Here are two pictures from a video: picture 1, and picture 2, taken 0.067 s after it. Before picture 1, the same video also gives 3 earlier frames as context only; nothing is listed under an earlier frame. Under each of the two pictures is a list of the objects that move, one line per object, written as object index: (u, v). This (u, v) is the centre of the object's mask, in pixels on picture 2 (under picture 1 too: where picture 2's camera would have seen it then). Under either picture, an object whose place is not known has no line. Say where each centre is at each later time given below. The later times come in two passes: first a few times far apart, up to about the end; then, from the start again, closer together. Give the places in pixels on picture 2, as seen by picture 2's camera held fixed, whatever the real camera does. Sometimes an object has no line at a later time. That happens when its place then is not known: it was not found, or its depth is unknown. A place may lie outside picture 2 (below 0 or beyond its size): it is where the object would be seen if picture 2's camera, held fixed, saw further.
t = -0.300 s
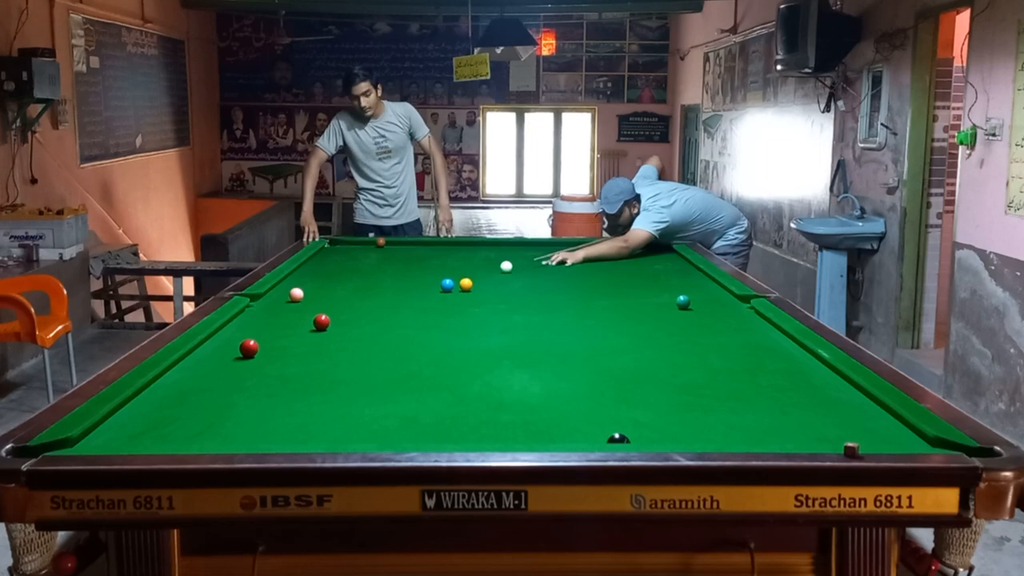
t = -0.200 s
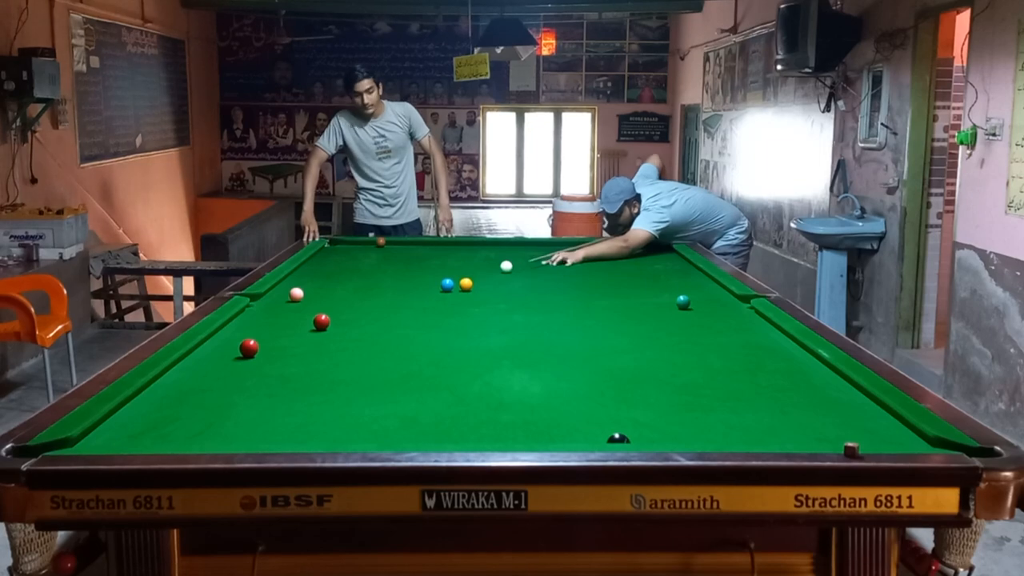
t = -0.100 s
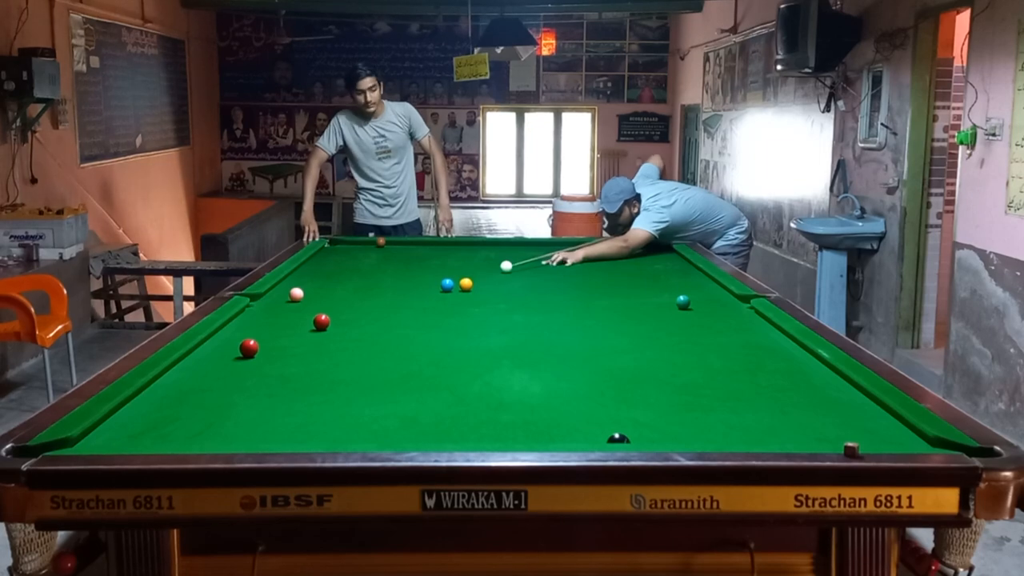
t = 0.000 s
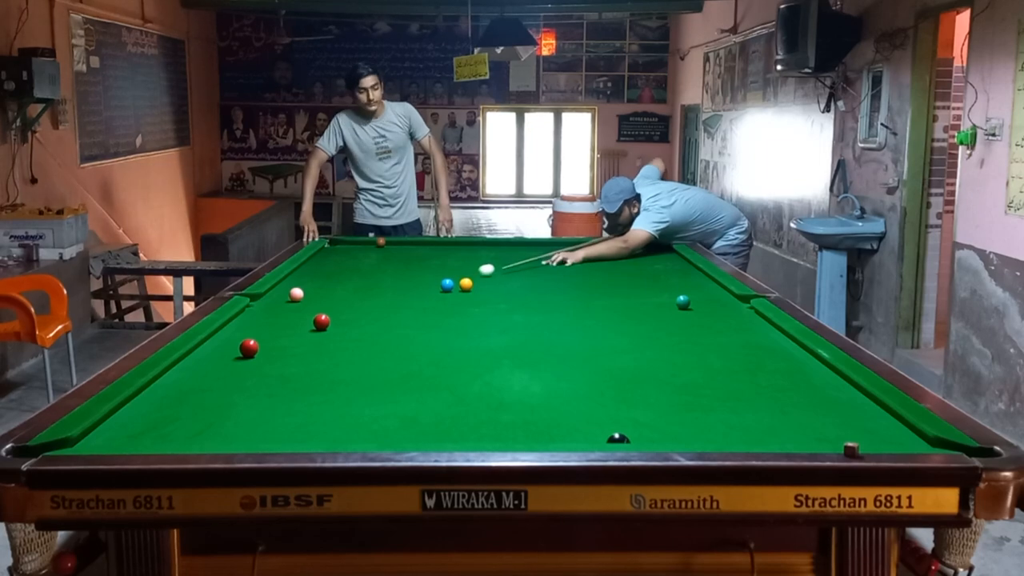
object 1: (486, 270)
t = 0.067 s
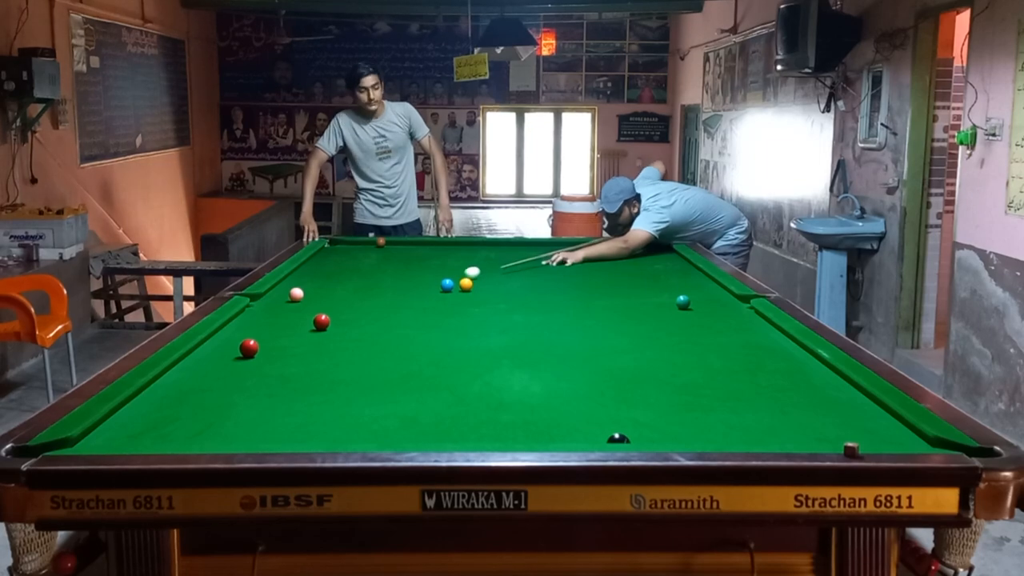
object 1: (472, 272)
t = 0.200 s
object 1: (445, 276)
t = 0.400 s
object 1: (403, 285)
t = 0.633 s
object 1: (349, 295)
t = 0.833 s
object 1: (297, 306)
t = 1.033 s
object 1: (242, 316)
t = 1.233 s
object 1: (257, 326)
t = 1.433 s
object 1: (277, 336)
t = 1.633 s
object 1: (298, 346)
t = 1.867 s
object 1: (325, 358)
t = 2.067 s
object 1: (349, 370)
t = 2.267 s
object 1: (375, 381)
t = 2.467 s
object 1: (402, 393)
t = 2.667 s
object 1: (431, 407)
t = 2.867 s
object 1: (462, 422)
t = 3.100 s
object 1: (500, 435)
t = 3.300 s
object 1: (529, 436)
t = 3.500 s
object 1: (552, 431)
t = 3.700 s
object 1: (574, 423)
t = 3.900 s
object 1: (592, 416)
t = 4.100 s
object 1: (610, 409)
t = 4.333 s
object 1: (627, 404)
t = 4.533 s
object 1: (640, 399)
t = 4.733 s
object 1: (653, 395)
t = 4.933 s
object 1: (663, 392)
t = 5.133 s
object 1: (673, 388)
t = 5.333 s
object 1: (680, 386)
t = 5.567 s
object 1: (688, 384)
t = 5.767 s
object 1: (693, 382)
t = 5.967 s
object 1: (697, 381)
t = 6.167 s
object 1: (699, 380)
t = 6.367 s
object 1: (701, 380)
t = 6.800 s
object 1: (701, 379)
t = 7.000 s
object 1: (701, 379)
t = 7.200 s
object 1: (701, 379)
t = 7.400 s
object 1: (701, 379)
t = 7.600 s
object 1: (701, 379)
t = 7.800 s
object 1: (701, 380)
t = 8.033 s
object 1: (701, 380)
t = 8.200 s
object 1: (701, 380)
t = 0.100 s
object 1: (465, 273)
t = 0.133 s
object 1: (458, 274)
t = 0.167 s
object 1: (453, 275)
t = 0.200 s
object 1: (445, 276)
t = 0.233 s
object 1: (438, 278)
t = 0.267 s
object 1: (431, 280)
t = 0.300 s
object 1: (425, 281)
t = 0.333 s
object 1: (417, 282)
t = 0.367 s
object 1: (410, 284)
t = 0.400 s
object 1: (403, 285)
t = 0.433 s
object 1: (395, 287)
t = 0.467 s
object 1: (388, 288)
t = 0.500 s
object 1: (380, 290)
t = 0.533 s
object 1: (372, 291)
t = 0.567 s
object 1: (365, 293)
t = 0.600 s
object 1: (357, 294)
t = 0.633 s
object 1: (349, 295)
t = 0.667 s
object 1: (340, 297)
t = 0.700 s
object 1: (332, 299)
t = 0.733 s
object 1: (323, 300)
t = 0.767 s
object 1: (315, 302)
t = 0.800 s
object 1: (306, 304)
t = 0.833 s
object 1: (297, 306)
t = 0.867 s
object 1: (288, 307)
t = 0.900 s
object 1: (279, 309)
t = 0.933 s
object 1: (270, 311)
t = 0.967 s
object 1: (261, 313)
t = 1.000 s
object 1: (251, 314)
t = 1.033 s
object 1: (242, 316)
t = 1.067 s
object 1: (240, 319)
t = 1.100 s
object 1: (244, 320)
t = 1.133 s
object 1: (247, 321)
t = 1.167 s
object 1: (251, 323)
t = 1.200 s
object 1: (254, 324)
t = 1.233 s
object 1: (257, 326)
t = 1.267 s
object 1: (260, 328)
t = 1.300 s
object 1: (264, 329)
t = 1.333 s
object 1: (267, 331)
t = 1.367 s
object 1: (270, 332)
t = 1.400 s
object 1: (274, 334)
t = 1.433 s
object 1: (277, 336)
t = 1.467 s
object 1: (281, 337)
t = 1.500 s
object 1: (284, 339)
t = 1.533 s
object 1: (287, 341)
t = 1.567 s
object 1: (291, 342)
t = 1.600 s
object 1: (295, 344)
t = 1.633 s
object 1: (298, 346)
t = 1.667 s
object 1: (302, 347)
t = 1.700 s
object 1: (306, 349)
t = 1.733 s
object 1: (309, 351)
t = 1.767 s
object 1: (313, 352)
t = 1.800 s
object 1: (317, 354)
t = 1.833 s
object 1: (321, 356)
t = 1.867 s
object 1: (325, 358)
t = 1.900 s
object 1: (329, 360)
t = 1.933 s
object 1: (332, 362)
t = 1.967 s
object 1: (337, 364)
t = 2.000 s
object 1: (341, 366)
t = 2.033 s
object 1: (345, 367)
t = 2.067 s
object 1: (349, 370)
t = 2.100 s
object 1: (353, 371)
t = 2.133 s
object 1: (357, 373)
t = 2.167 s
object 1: (362, 375)
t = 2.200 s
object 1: (366, 377)
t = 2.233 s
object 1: (370, 379)
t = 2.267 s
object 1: (375, 381)
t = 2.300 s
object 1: (379, 383)
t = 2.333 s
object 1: (384, 385)
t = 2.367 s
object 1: (388, 388)
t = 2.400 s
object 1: (393, 390)
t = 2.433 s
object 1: (397, 392)
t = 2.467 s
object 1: (402, 393)
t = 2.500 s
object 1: (407, 396)
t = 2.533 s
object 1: (411, 398)
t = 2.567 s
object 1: (416, 400)
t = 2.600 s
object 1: (421, 403)
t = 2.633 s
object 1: (426, 405)
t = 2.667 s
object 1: (431, 407)
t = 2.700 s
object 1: (436, 410)
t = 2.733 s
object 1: (441, 412)
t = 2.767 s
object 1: (446, 414)
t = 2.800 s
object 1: (451, 416)
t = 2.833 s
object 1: (456, 419)
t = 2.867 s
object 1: (462, 422)
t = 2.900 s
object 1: (467, 424)
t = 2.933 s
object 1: (472, 426)
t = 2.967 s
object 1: (478, 428)
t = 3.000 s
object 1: (483, 431)
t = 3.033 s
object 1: (489, 432)
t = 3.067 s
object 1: (494, 434)
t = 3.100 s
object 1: (500, 435)
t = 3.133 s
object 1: (505, 436)
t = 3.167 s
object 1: (511, 437)
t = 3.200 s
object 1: (517, 438)
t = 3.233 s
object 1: (521, 437)
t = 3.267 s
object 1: (525, 436)
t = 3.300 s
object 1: (529, 436)
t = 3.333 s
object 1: (533, 435)
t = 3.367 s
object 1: (537, 434)
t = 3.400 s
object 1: (541, 433)
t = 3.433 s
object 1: (545, 432)
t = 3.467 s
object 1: (549, 431)
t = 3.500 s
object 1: (552, 431)
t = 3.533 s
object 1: (556, 430)
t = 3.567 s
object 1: (559, 428)
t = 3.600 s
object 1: (563, 427)
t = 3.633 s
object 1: (567, 425)
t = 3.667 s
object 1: (570, 424)
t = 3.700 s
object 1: (574, 423)
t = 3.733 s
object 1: (577, 422)
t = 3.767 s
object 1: (580, 421)
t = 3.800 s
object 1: (583, 419)
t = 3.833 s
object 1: (587, 418)
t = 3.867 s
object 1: (590, 417)
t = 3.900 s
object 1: (592, 416)
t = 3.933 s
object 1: (596, 415)
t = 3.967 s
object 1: (599, 414)
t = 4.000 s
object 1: (601, 413)
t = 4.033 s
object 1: (604, 412)
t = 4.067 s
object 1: (607, 411)
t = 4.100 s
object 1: (610, 409)
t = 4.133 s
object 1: (612, 408)
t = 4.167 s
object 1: (615, 408)
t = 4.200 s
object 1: (618, 407)
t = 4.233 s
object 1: (620, 406)
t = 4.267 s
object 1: (622, 405)
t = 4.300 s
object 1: (625, 404)
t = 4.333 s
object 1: (627, 404)
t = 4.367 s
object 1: (629, 403)
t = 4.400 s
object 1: (632, 402)
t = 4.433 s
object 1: (634, 401)
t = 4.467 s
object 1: (636, 400)
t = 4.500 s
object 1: (638, 400)
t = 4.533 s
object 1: (640, 399)
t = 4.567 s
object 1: (642, 398)
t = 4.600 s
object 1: (645, 398)
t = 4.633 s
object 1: (647, 397)
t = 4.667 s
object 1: (649, 396)
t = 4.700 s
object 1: (651, 396)
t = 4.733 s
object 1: (653, 395)
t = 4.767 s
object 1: (654, 394)
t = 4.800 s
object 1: (656, 394)
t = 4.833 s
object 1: (658, 393)
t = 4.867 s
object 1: (660, 393)
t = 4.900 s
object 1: (661, 392)
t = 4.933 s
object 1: (663, 392)
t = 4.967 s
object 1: (665, 391)
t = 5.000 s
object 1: (666, 390)
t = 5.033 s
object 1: (668, 390)
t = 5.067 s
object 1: (669, 389)
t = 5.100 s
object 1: (671, 389)
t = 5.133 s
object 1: (673, 388)
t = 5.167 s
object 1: (674, 388)
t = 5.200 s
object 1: (675, 388)
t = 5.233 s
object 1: (676, 387)
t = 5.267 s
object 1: (678, 387)
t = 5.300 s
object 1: (679, 387)
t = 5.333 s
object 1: (680, 386)
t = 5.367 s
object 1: (682, 386)
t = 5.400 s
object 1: (683, 385)
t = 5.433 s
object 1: (684, 385)
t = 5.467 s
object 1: (685, 384)
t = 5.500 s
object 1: (686, 384)
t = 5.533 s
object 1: (687, 384)
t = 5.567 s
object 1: (688, 384)
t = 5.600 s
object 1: (689, 384)
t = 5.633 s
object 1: (690, 383)
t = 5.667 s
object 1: (691, 383)
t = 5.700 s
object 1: (691, 382)
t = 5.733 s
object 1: (692, 382)
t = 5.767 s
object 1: (693, 382)
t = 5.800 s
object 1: (694, 382)
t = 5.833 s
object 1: (694, 382)
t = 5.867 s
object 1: (695, 382)
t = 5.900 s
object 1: (695, 382)
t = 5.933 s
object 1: (696, 381)
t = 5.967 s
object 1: (697, 381)
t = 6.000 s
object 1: (697, 381)
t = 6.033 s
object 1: (698, 381)
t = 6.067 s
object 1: (698, 381)
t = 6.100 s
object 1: (699, 380)
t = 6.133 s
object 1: (699, 380)
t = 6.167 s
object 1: (699, 380)
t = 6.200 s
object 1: (700, 380)
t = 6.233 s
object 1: (700, 380)
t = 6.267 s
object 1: (700, 380)
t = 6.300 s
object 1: (700, 380)
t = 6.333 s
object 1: (701, 380)
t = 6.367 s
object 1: (701, 380)
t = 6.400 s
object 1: (701, 380)
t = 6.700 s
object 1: (696, 377)
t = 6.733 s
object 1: (701, 380)
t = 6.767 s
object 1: (701, 379)
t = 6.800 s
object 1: (701, 379)
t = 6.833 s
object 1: (701, 380)
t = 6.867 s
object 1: (701, 379)
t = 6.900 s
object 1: (701, 379)
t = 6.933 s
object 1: (701, 379)
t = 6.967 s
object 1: (701, 379)
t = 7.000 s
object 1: (701, 379)
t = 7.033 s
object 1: (701, 379)
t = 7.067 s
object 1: (701, 379)
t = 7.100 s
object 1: (701, 379)
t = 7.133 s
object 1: (701, 379)
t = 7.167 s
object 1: (701, 379)
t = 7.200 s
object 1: (701, 379)
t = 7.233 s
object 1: (701, 379)
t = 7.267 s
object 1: (701, 379)
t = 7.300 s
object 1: (701, 379)
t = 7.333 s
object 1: (701, 379)
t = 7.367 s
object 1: (701, 379)
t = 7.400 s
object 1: (701, 379)
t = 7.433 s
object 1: (701, 379)
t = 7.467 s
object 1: (701, 379)
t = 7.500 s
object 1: (701, 379)
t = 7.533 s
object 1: (701, 379)
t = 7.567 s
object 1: (700, 379)
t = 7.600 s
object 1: (701, 379)
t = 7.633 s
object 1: (701, 379)
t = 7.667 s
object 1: (701, 379)
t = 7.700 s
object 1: (701, 379)
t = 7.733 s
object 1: (701, 380)
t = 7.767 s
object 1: (701, 380)
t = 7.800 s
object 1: (701, 380)
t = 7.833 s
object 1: (701, 380)
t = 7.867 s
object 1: (701, 380)
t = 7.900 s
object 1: (701, 380)
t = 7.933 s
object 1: (701, 380)
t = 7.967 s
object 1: (701, 380)
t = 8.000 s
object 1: (701, 380)
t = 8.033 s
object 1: (701, 380)
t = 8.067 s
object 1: (701, 380)
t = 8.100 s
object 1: (701, 380)
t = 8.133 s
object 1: (701, 380)
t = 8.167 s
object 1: (701, 380)
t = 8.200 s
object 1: (701, 380)
